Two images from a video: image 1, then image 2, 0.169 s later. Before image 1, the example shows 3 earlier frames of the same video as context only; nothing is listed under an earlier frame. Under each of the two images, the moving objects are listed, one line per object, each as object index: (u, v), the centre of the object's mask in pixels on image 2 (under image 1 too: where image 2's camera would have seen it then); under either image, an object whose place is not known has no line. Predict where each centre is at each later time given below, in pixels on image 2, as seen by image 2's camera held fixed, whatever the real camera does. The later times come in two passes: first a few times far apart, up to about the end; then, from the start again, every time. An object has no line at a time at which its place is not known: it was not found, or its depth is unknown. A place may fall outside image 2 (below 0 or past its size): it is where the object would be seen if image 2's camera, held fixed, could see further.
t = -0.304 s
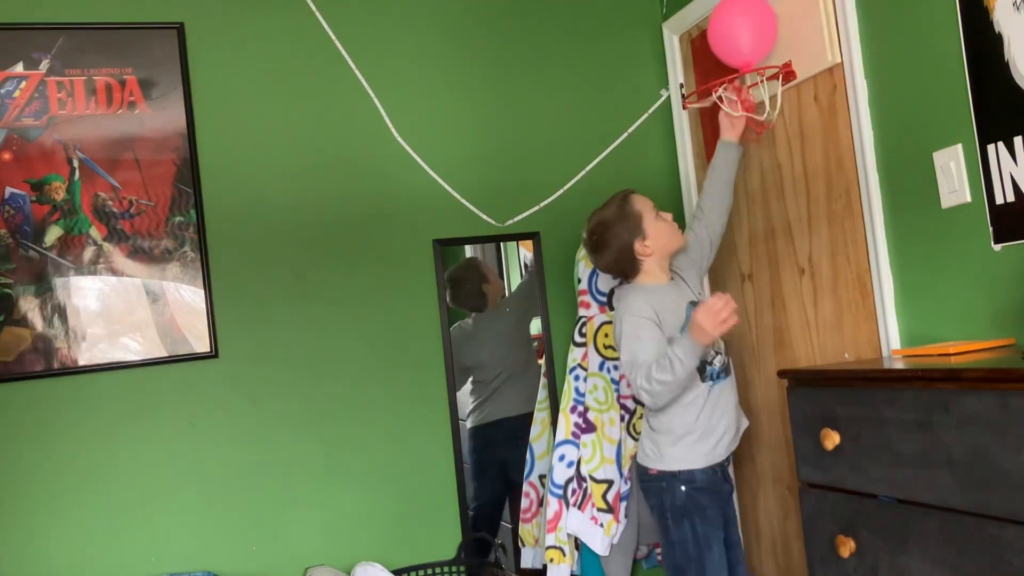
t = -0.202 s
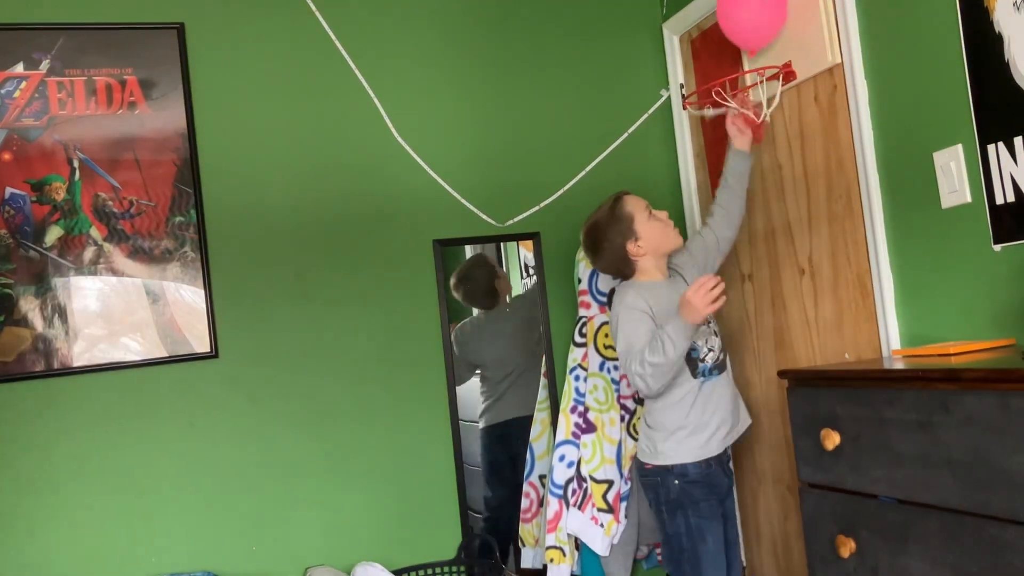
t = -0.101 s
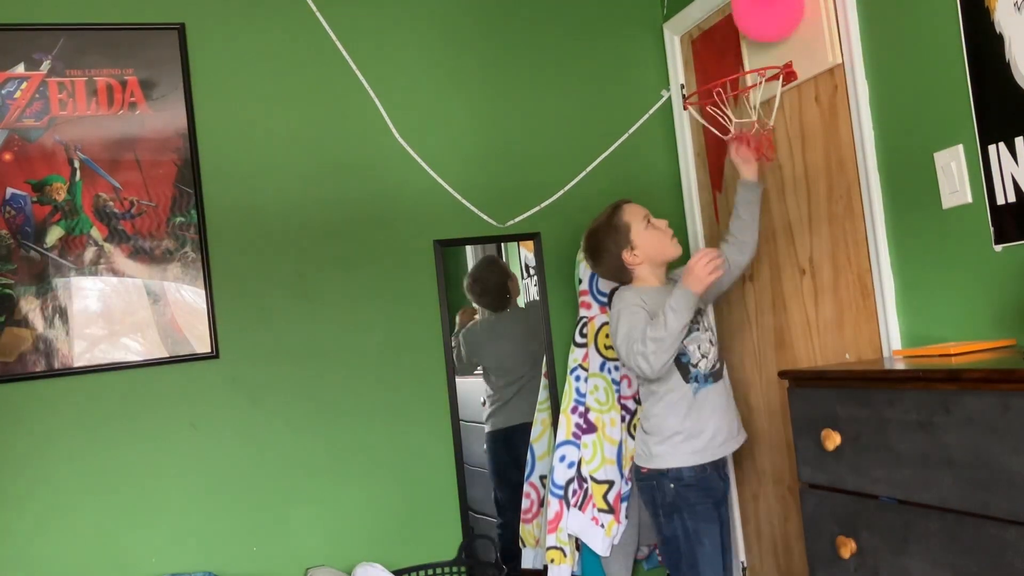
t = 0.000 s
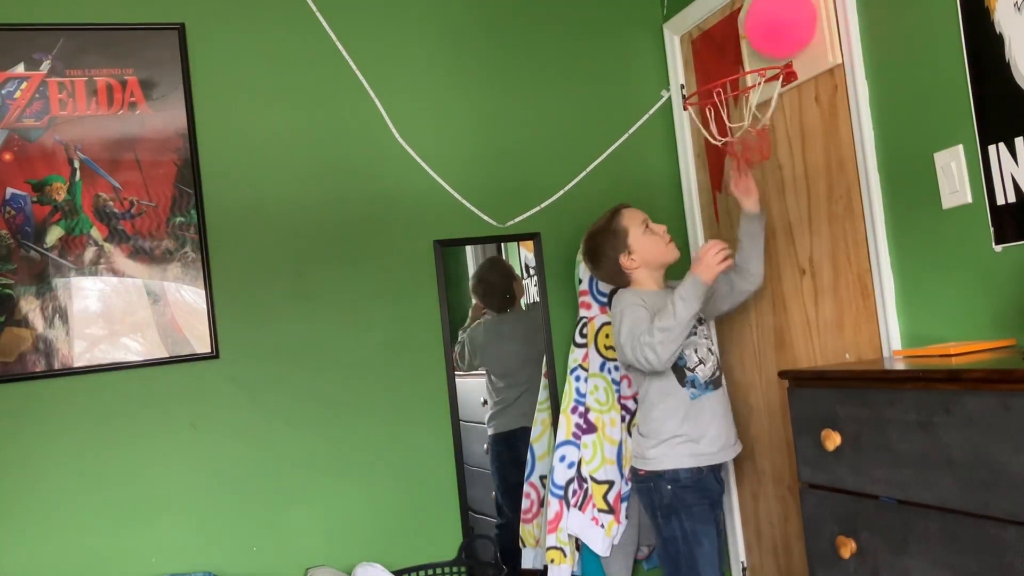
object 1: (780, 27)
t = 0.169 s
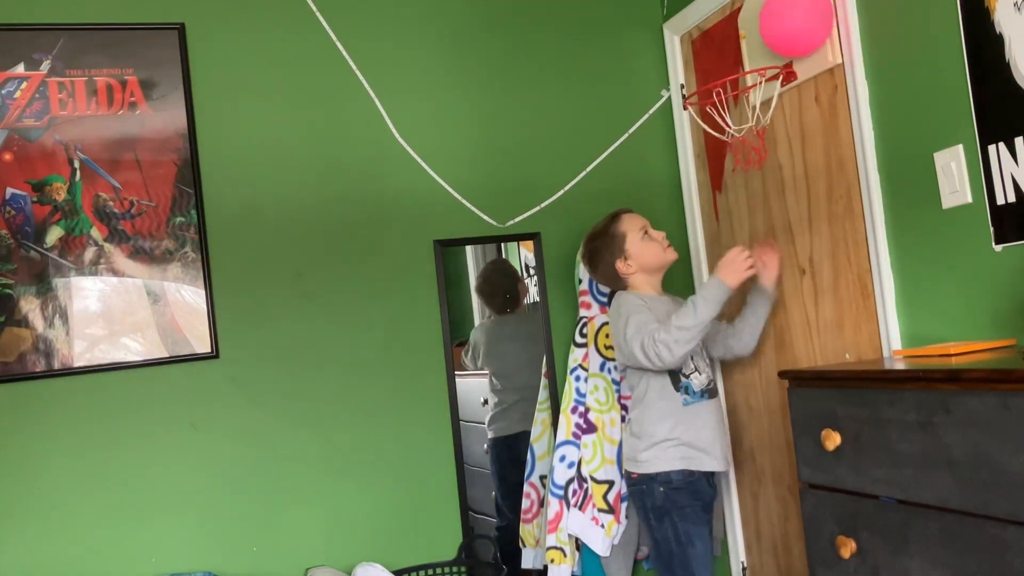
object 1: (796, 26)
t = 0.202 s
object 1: (799, 26)
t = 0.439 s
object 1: (830, 70)
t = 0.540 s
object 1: (842, 115)
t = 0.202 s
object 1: (799, 26)
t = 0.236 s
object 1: (803, 28)
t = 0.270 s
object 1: (807, 30)
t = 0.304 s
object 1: (811, 34)
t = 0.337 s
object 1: (817, 38)
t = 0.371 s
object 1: (821, 47)
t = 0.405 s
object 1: (826, 57)
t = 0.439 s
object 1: (830, 70)
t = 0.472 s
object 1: (834, 83)
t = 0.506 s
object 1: (838, 98)
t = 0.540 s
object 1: (842, 115)
